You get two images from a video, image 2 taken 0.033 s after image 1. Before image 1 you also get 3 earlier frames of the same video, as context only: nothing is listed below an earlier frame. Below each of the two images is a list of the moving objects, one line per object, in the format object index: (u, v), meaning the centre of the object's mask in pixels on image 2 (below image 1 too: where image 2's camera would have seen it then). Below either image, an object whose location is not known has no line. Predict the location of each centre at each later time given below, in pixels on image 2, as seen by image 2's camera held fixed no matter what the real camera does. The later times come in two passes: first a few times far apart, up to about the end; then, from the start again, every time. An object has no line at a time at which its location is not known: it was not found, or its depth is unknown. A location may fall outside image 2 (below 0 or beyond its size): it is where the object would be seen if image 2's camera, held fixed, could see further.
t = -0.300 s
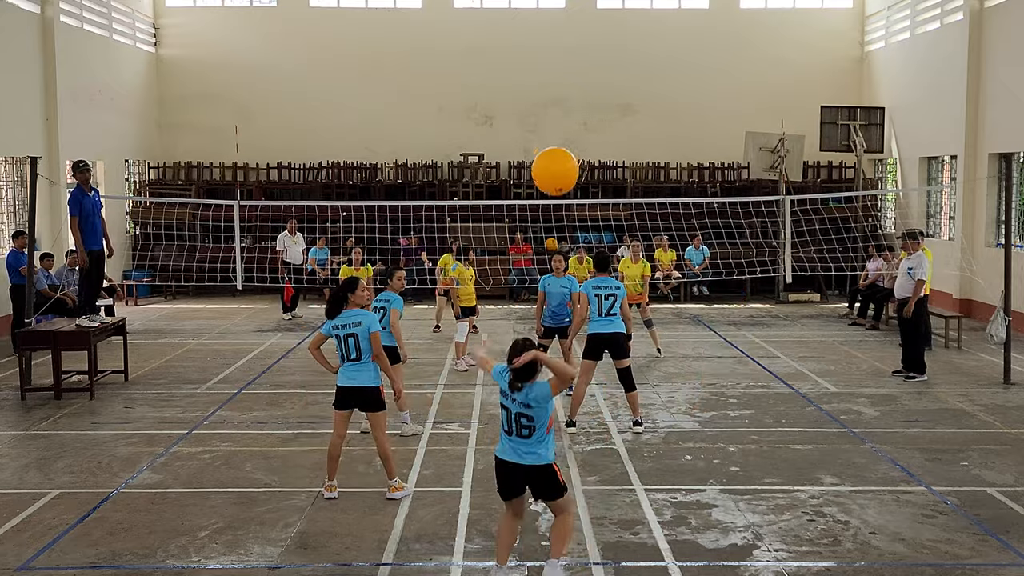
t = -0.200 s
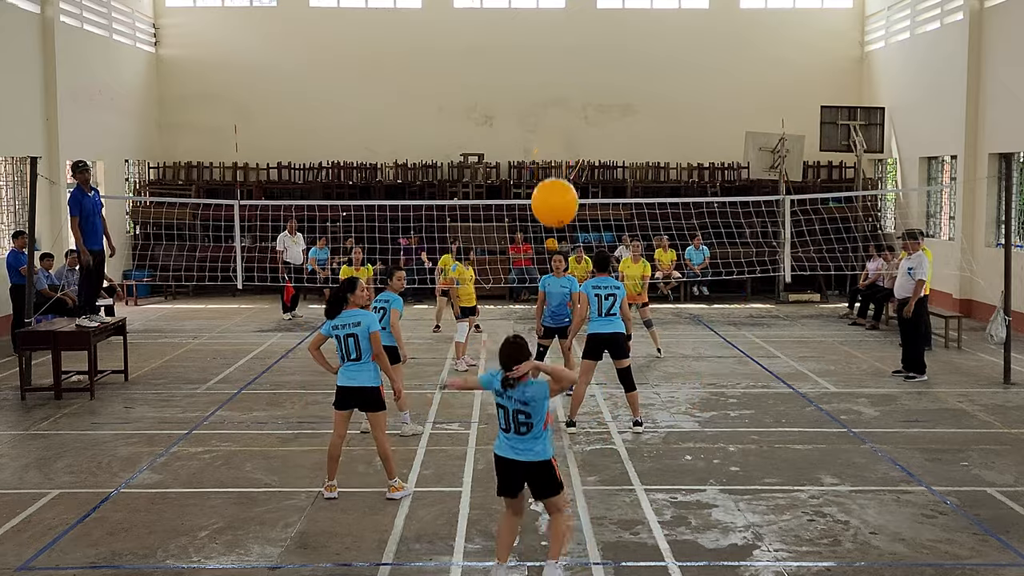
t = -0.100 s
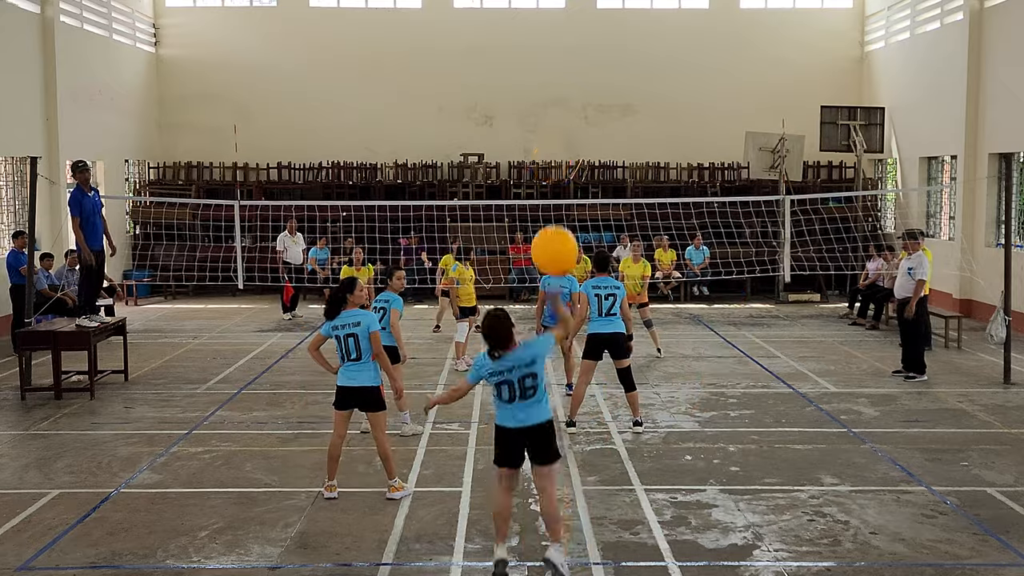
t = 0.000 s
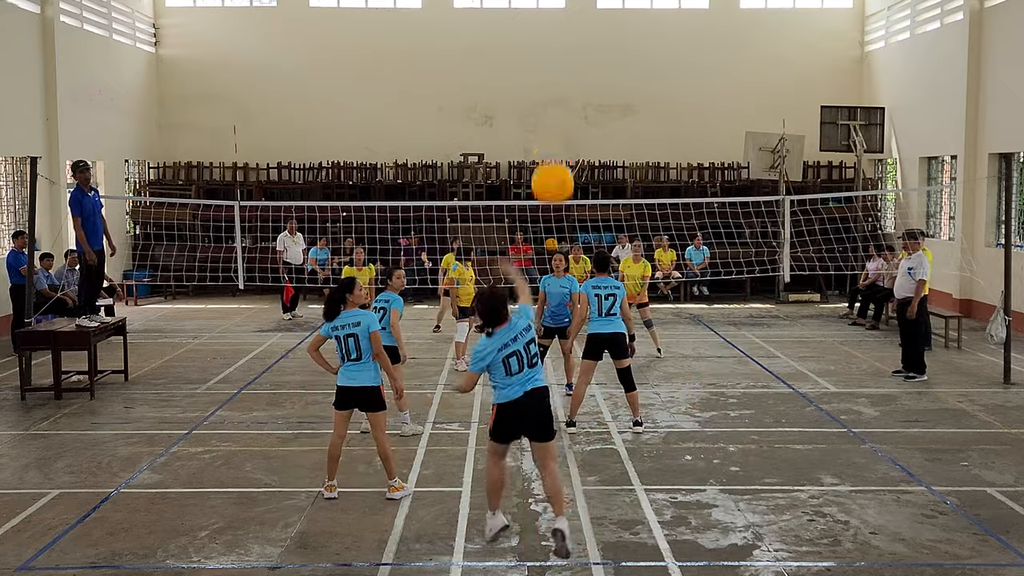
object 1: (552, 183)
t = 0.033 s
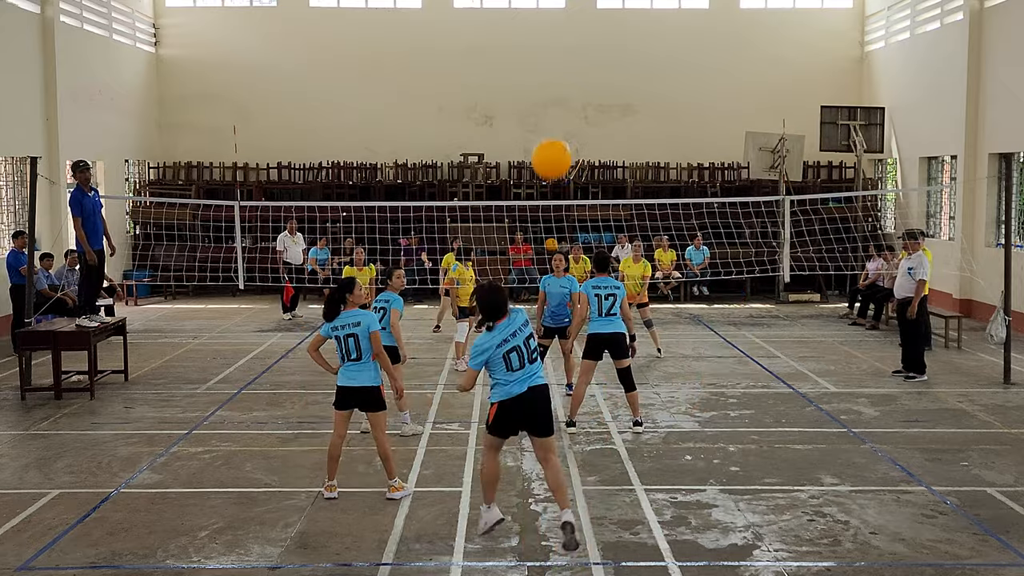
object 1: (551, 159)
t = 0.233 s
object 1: (543, 73)
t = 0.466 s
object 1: (533, 53)
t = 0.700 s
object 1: (525, 87)
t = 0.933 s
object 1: (520, 152)
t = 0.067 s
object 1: (550, 137)
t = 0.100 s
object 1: (549, 120)
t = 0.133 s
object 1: (548, 105)
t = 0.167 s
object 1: (546, 93)
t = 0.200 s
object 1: (545, 82)
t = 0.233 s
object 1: (543, 73)
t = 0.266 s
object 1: (541, 66)
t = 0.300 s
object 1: (540, 61)
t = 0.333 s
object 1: (538, 57)
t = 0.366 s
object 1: (537, 54)
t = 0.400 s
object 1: (535, 53)
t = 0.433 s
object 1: (534, 52)
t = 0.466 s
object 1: (533, 53)
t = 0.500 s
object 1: (532, 55)
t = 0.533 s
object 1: (531, 58)
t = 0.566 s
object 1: (530, 63)
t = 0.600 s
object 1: (529, 67)
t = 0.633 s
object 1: (527, 73)
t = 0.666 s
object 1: (526, 80)
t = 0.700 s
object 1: (525, 87)
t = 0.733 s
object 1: (524, 95)
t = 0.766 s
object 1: (524, 103)
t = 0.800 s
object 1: (523, 112)
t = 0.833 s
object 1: (523, 122)
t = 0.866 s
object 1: (522, 131)
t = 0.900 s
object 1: (521, 142)
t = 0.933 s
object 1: (520, 152)
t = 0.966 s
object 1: (519, 163)
